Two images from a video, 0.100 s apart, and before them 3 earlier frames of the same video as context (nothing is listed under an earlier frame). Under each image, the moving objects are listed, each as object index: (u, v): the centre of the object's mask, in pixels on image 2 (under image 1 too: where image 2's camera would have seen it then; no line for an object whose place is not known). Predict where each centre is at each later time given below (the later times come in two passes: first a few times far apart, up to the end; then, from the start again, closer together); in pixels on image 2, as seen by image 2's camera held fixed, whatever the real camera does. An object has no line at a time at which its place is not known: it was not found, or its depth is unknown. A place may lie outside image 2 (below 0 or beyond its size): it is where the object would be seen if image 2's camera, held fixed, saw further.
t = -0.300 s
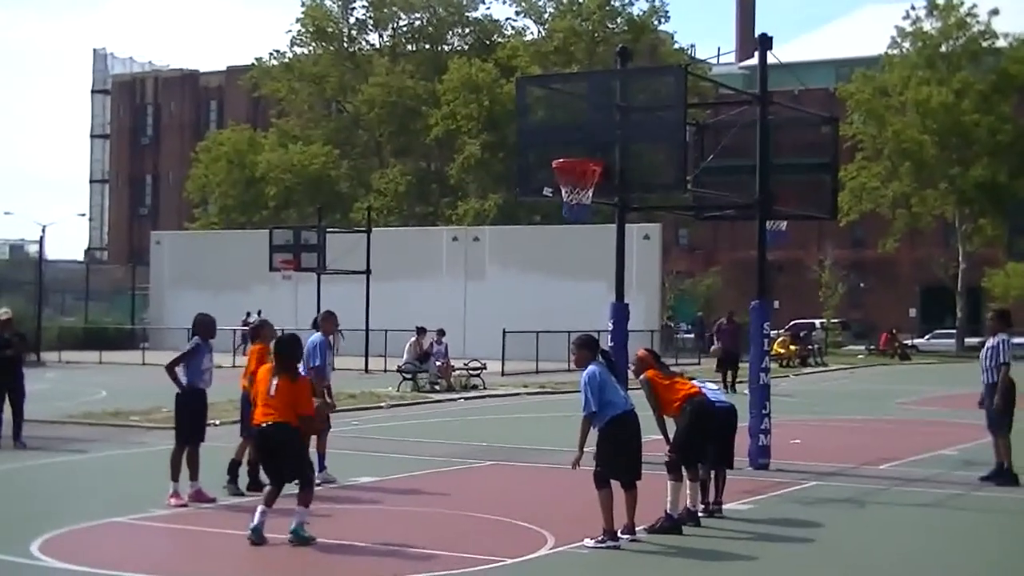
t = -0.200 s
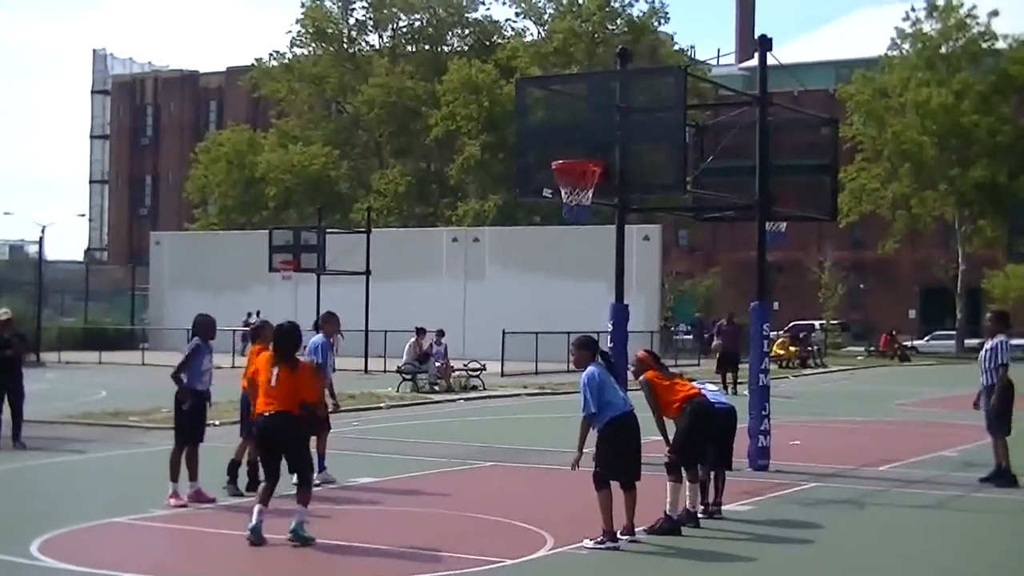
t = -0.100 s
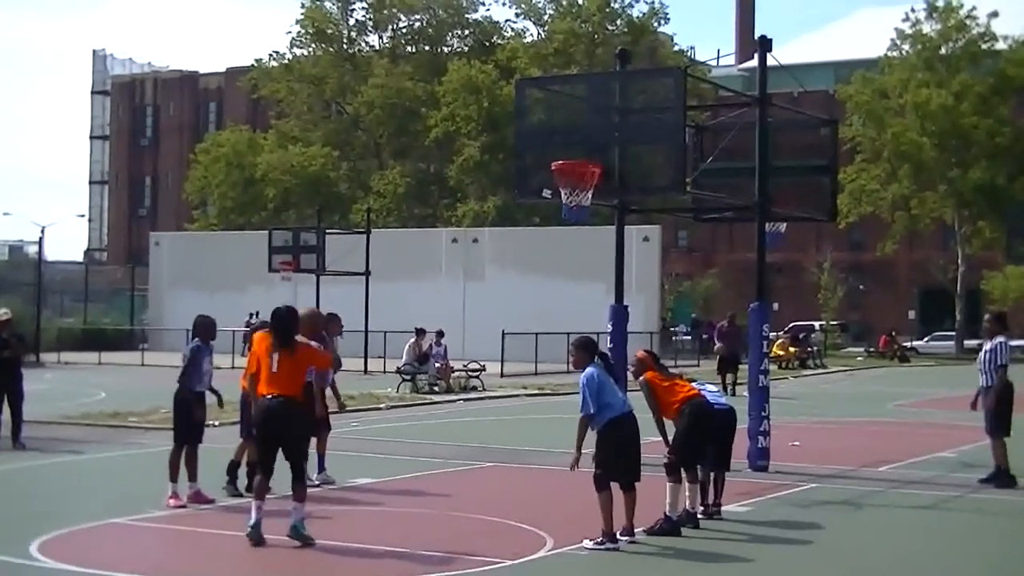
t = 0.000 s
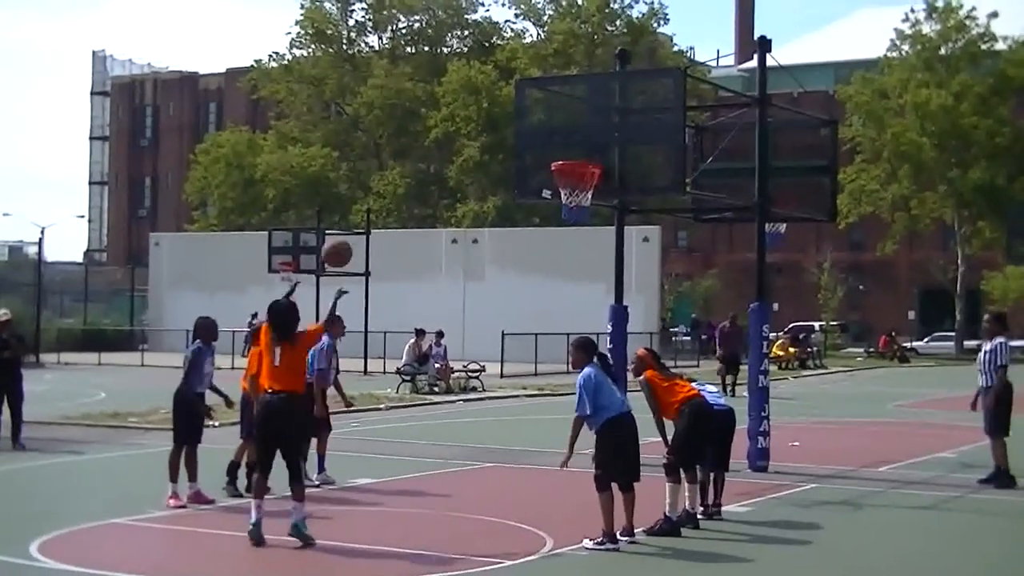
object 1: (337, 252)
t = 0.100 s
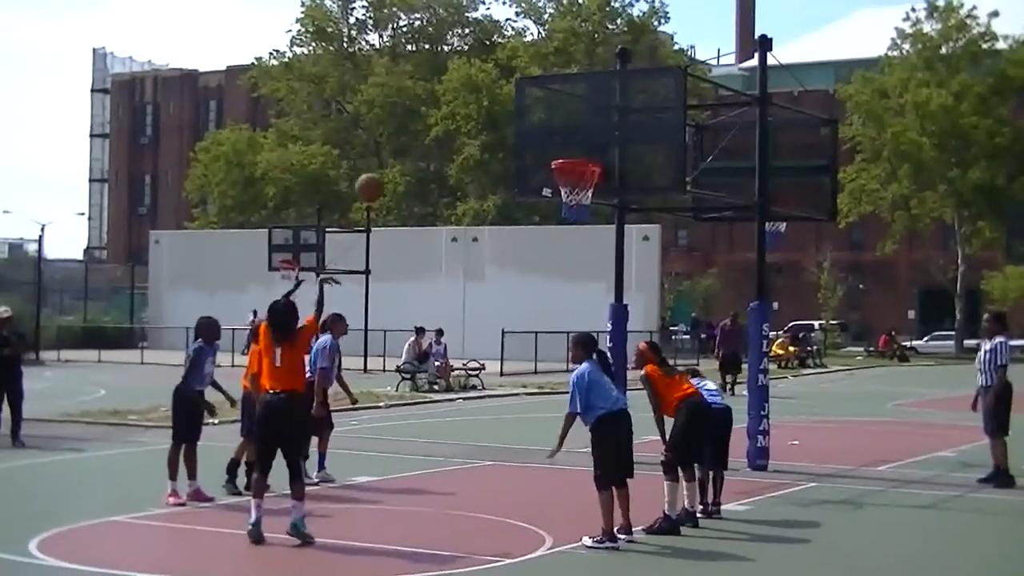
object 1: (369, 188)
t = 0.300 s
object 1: (429, 107)
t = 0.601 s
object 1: (505, 83)
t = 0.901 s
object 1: (570, 150)
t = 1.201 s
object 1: (619, 95)
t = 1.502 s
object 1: (669, 112)
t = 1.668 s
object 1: (699, 170)
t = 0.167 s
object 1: (388, 155)
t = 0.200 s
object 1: (399, 142)
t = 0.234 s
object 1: (406, 135)
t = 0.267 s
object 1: (420, 118)
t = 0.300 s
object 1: (429, 107)
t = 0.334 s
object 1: (439, 99)
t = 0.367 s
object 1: (448, 93)
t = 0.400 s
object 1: (457, 88)
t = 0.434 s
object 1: (467, 84)
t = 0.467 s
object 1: (474, 81)
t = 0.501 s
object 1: (483, 80)
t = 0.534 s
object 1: (492, 79)
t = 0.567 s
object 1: (499, 81)
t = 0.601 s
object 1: (505, 83)
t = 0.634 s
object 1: (511, 85)
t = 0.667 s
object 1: (521, 90)
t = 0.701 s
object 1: (529, 96)
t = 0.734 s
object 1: (536, 102)
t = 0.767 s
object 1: (544, 111)
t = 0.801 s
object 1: (549, 118)
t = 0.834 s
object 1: (555, 128)
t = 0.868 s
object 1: (563, 139)
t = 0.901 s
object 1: (570, 150)
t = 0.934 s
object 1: (575, 148)
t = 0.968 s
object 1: (580, 139)
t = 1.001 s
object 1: (584, 128)
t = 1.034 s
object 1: (590, 119)
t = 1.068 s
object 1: (595, 112)
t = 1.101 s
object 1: (601, 106)
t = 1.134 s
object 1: (608, 101)
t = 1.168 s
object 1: (612, 98)
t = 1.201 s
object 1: (619, 95)
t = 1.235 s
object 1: (623, 92)
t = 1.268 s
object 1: (628, 90)
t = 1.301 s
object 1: (634, 90)
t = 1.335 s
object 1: (640, 90)
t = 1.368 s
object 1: (647, 92)
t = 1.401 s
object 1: (653, 95)
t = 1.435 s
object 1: (658, 98)
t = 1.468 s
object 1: (664, 105)
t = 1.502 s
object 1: (669, 112)
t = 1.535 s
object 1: (677, 122)
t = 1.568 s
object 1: (682, 130)
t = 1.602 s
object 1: (689, 143)
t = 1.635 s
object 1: (695, 159)
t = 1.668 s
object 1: (699, 170)
